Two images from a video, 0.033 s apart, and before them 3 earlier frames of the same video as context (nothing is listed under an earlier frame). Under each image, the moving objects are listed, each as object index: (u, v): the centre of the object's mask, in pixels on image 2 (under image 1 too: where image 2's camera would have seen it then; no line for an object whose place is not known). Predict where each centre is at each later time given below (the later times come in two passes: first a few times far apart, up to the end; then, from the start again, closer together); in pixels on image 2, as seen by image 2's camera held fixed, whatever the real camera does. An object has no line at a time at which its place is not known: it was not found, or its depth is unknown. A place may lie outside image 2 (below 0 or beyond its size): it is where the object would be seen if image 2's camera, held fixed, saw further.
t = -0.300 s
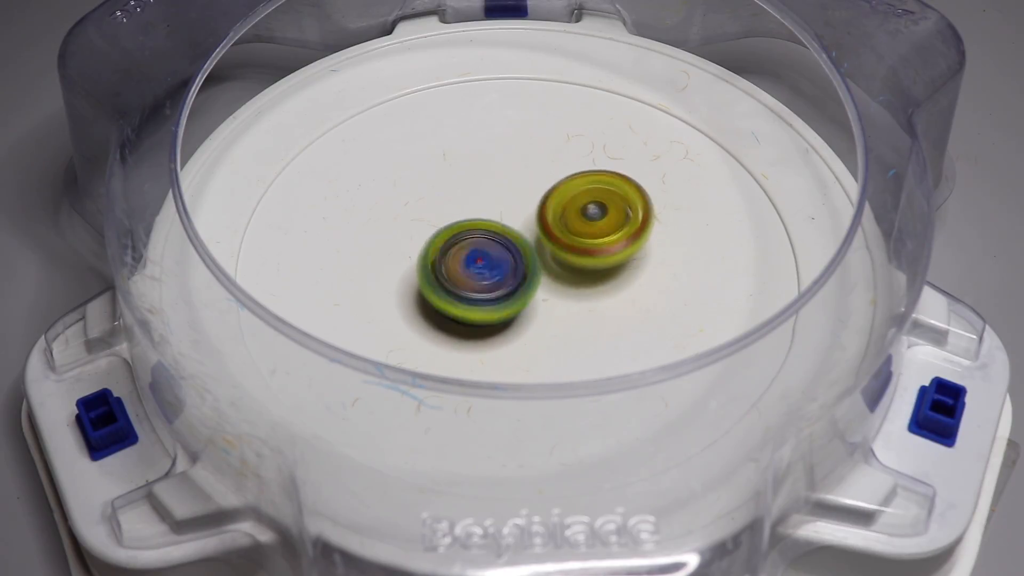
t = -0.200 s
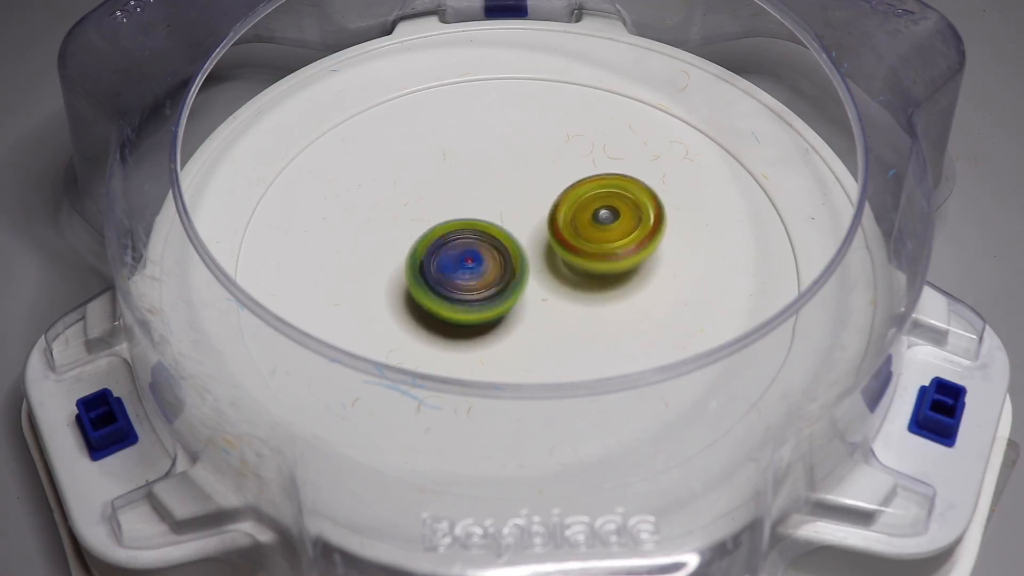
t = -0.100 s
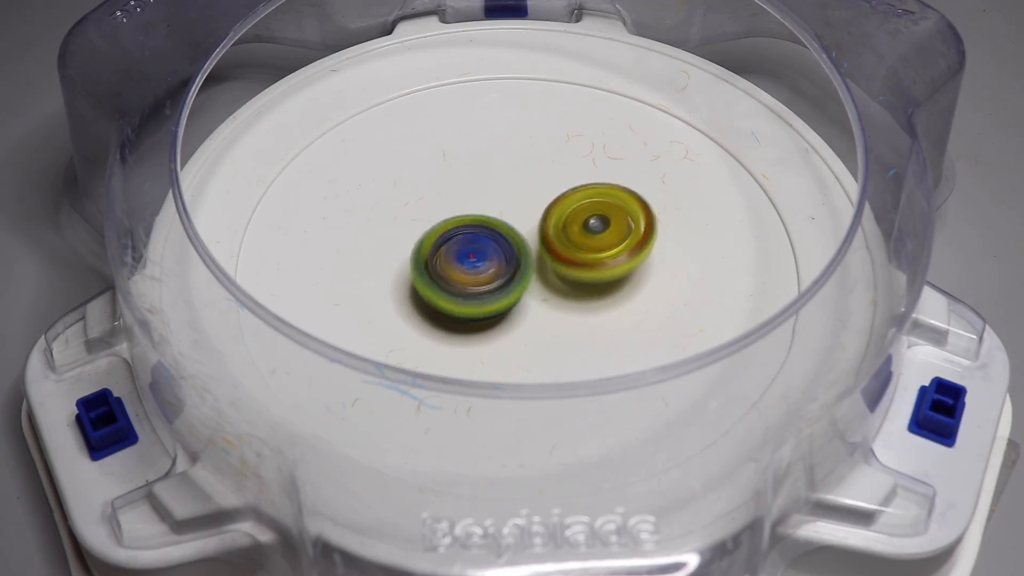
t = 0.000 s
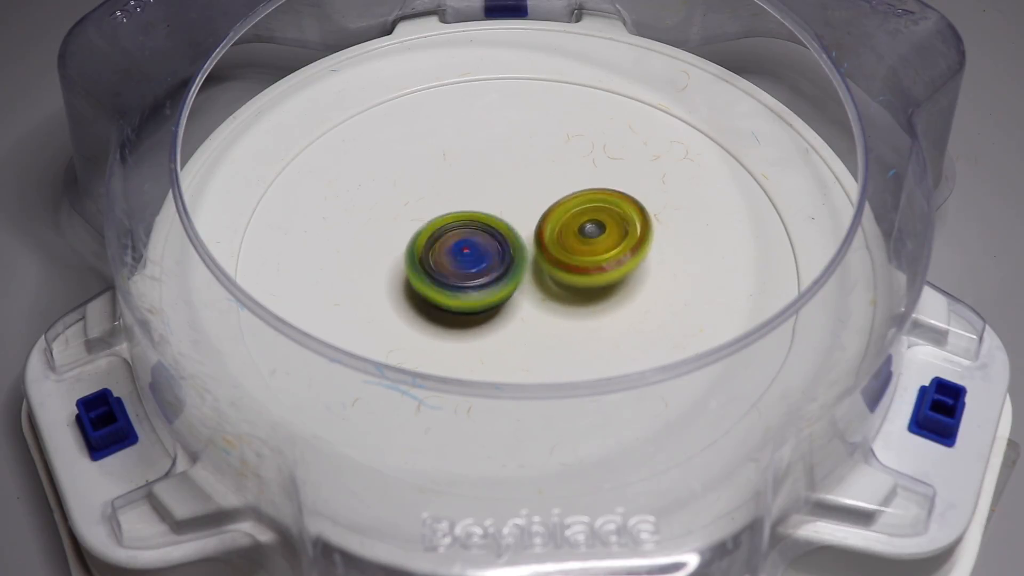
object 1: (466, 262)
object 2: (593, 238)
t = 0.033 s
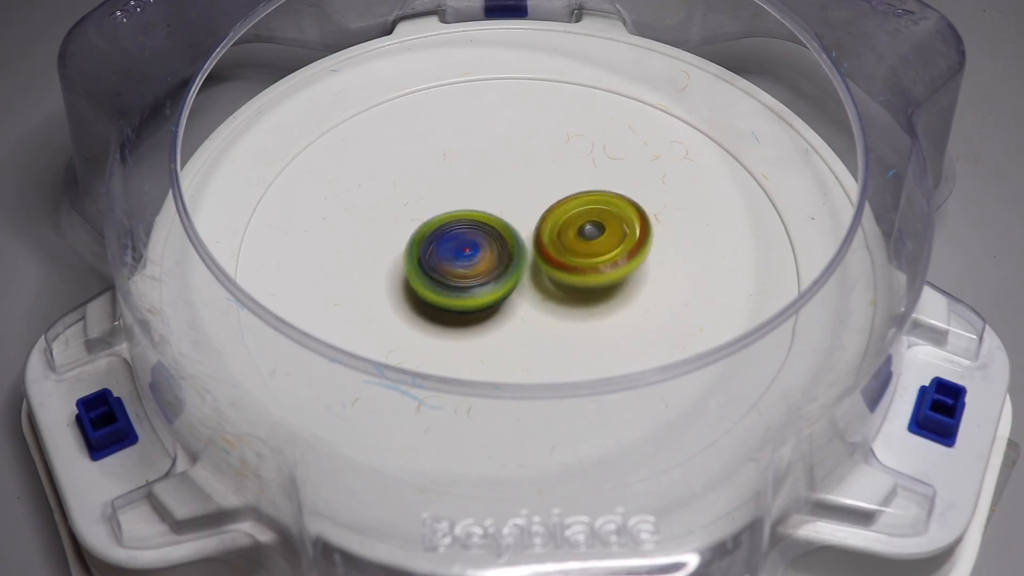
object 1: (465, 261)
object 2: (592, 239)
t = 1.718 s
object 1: (484, 220)
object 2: (578, 281)
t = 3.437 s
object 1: (596, 245)
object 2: (459, 210)
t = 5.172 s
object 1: (465, 275)
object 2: (590, 259)
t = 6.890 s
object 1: (461, 239)
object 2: (559, 272)
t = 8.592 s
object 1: (520, 308)
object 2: (560, 215)
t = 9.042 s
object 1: (489, 277)
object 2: (613, 271)
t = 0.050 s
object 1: (466, 260)
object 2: (590, 240)
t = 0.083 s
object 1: (466, 259)
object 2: (587, 241)
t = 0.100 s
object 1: (466, 258)
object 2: (588, 241)
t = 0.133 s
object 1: (464, 257)
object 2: (586, 242)
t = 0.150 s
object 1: (463, 257)
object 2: (587, 243)
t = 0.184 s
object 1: (462, 256)
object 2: (587, 243)
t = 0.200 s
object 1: (462, 256)
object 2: (586, 243)
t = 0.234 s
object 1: (461, 256)
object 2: (587, 243)
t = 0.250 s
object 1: (460, 256)
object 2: (588, 243)
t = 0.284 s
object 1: (463, 256)
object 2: (588, 244)
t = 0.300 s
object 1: (463, 256)
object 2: (587, 244)
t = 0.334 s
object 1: (460, 256)
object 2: (591, 244)
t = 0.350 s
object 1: (457, 255)
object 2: (594, 244)
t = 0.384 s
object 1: (454, 255)
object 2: (596, 245)
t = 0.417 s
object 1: (454, 255)
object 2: (598, 245)
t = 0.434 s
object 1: (455, 255)
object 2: (598, 245)
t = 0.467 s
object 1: (457, 255)
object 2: (597, 246)
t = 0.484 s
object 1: (459, 255)
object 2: (594, 246)
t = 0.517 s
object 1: (464, 255)
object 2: (591, 246)
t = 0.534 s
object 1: (462, 254)
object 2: (593, 247)
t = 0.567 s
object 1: (450, 253)
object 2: (606, 247)
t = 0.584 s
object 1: (446, 252)
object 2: (610, 248)
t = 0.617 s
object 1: (441, 251)
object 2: (615, 249)
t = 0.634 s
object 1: (439, 251)
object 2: (615, 249)
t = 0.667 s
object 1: (438, 251)
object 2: (613, 249)
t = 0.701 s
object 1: (436, 250)
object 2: (608, 250)
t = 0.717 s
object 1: (437, 250)
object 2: (605, 250)
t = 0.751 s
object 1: (437, 249)
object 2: (597, 249)
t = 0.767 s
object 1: (438, 249)
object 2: (593, 249)
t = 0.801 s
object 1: (439, 248)
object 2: (584, 248)
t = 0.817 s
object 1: (440, 248)
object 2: (580, 247)
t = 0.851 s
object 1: (441, 248)
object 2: (571, 246)
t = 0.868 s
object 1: (443, 248)
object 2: (567, 246)
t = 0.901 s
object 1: (440, 245)
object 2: (566, 246)
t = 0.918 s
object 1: (438, 245)
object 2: (566, 247)
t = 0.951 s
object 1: (438, 243)
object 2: (564, 247)
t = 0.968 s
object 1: (439, 242)
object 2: (563, 247)
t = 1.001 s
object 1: (437, 240)
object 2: (563, 248)
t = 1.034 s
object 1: (437, 238)
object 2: (564, 250)
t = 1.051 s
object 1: (437, 238)
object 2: (564, 250)
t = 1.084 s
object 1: (439, 236)
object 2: (563, 251)
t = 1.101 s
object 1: (439, 236)
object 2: (562, 251)
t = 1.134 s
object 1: (439, 234)
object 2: (561, 252)
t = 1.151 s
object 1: (439, 234)
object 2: (562, 252)
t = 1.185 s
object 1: (441, 232)
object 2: (561, 253)
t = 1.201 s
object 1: (441, 232)
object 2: (562, 254)
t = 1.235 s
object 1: (442, 229)
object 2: (564, 256)
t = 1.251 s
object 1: (443, 229)
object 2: (564, 256)
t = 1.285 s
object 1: (446, 228)
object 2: (564, 257)
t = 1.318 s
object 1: (449, 227)
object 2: (564, 258)
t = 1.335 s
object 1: (449, 226)
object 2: (566, 259)
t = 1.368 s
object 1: (453, 225)
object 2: (568, 260)
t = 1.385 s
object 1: (454, 225)
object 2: (569, 261)
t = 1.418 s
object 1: (458, 224)
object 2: (569, 261)
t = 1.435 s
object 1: (458, 223)
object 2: (571, 263)
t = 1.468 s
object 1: (459, 221)
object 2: (573, 266)
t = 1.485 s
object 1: (461, 221)
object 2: (574, 267)
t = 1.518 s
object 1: (464, 221)
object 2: (575, 269)
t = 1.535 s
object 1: (466, 221)
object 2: (575, 270)
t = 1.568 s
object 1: (470, 221)
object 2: (575, 270)
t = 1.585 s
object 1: (472, 221)
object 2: (574, 271)
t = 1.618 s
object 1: (474, 220)
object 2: (576, 274)
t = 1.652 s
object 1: (477, 220)
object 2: (578, 277)
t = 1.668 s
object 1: (479, 220)
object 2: (578, 278)
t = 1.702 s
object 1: (482, 221)
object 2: (577, 280)
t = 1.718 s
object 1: (484, 220)
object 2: (578, 281)
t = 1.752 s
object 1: (487, 221)
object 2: (578, 284)
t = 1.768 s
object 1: (488, 220)
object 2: (579, 286)
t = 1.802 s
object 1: (491, 220)
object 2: (579, 289)
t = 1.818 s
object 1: (493, 220)
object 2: (579, 290)
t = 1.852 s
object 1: (496, 222)
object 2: (578, 291)
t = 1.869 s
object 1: (497, 222)
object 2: (577, 292)
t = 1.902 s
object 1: (499, 222)
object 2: (577, 296)
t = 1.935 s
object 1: (502, 223)
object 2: (575, 298)
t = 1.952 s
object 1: (503, 224)
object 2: (574, 298)
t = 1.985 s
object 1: (504, 224)
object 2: (574, 303)
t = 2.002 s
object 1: (505, 224)
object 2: (573, 304)
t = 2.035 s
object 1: (507, 225)
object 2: (571, 306)
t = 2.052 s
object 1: (509, 226)
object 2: (570, 307)
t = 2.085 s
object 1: (510, 227)
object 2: (567, 309)
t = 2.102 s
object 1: (511, 227)
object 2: (565, 310)
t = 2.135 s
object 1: (512, 228)
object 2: (562, 311)
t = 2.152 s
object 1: (513, 228)
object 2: (560, 313)
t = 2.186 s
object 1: (514, 228)
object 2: (557, 315)
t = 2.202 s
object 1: (514, 227)
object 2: (554, 316)
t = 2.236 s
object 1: (516, 229)
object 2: (551, 315)
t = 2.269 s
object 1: (516, 228)
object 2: (549, 316)
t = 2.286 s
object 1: (516, 227)
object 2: (547, 316)
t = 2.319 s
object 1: (517, 227)
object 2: (544, 317)
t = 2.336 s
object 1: (517, 225)
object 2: (542, 317)
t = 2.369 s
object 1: (518, 223)
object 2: (537, 318)
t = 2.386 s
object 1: (518, 223)
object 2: (536, 318)
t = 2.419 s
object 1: (518, 223)
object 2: (532, 315)
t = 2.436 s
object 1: (519, 224)
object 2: (531, 314)
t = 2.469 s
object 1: (519, 221)
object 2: (526, 314)
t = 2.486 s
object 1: (520, 218)
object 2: (523, 314)
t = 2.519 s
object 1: (521, 215)
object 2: (517, 314)
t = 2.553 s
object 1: (521, 214)
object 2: (511, 311)
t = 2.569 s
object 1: (521, 214)
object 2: (508, 309)
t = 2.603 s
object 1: (520, 214)
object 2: (503, 304)
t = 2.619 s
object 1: (520, 214)
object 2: (499, 302)
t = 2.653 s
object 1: (522, 212)
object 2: (491, 298)
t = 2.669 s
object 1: (524, 211)
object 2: (487, 297)
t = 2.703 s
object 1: (524, 211)
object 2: (479, 292)
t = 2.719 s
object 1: (526, 210)
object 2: (475, 290)
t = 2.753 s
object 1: (527, 210)
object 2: (468, 286)
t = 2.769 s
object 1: (528, 208)
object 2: (462, 283)
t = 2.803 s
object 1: (531, 207)
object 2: (455, 279)
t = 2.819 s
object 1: (531, 207)
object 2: (453, 278)
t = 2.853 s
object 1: (531, 207)
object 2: (448, 272)
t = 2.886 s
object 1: (532, 207)
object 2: (446, 266)
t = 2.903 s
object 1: (534, 207)
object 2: (444, 263)
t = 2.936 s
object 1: (538, 206)
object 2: (440, 258)
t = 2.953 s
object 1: (539, 206)
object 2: (438, 254)
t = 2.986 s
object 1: (541, 207)
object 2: (437, 249)
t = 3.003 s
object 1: (543, 206)
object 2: (436, 248)
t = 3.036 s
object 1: (549, 206)
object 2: (433, 243)
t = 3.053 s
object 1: (551, 207)
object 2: (432, 240)
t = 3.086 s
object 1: (553, 208)
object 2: (434, 236)
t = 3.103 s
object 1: (554, 208)
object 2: (435, 235)
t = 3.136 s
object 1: (555, 209)
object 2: (439, 231)
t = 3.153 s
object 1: (558, 210)
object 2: (440, 229)
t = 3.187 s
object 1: (567, 212)
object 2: (438, 224)
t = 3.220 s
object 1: (572, 214)
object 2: (440, 221)
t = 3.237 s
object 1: (575, 216)
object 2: (441, 219)
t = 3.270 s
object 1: (576, 220)
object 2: (446, 218)
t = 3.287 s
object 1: (577, 221)
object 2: (450, 218)
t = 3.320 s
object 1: (576, 225)
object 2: (456, 218)
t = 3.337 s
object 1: (579, 229)
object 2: (456, 216)
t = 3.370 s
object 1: (588, 235)
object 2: (454, 213)
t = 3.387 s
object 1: (592, 238)
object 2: (454, 212)
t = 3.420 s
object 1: (595, 243)
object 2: (457, 211)
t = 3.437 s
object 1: (596, 245)
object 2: (459, 210)
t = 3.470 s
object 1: (596, 249)
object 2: (465, 211)
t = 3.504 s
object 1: (594, 253)
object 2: (471, 212)
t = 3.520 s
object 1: (592, 256)
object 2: (475, 213)
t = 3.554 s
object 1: (590, 260)
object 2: (482, 213)
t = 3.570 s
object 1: (593, 262)
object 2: (483, 212)
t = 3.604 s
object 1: (596, 269)
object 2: (481, 207)
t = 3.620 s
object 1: (596, 272)
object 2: (481, 205)
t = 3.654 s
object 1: (595, 277)
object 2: (483, 204)
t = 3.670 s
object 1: (594, 279)
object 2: (485, 205)
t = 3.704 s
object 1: (590, 282)
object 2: (490, 206)
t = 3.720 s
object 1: (587, 283)
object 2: (491, 206)
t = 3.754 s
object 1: (581, 284)
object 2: (496, 209)
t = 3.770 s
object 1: (577, 285)
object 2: (498, 210)
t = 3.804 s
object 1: (572, 285)
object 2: (502, 211)
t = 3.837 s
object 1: (568, 291)
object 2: (501, 208)
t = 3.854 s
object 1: (567, 293)
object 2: (500, 207)
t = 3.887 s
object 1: (563, 295)
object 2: (501, 206)
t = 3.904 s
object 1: (560, 295)
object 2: (502, 206)
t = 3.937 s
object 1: (554, 295)
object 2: (504, 208)
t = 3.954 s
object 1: (552, 295)
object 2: (505, 209)
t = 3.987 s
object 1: (547, 296)
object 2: (508, 208)
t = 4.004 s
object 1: (544, 297)
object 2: (510, 208)
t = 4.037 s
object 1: (539, 298)
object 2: (512, 207)
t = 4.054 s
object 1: (536, 299)
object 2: (513, 207)
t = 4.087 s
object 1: (531, 298)
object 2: (516, 207)
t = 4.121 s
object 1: (526, 299)
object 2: (518, 206)
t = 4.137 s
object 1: (523, 298)
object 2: (519, 205)
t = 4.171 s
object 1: (518, 297)
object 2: (522, 205)
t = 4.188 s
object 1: (516, 297)
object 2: (524, 204)
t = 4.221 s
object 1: (511, 296)
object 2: (527, 202)
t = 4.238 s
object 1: (508, 294)
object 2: (527, 202)
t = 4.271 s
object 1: (505, 292)
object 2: (530, 202)
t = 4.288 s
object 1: (503, 291)
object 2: (531, 201)
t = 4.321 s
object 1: (499, 290)
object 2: (534, 200)
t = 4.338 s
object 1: (498, 287)
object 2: (536, 200)
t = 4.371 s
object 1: (496, 285)
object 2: (539, 200)
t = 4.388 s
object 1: (493, 288)
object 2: (543, 198)
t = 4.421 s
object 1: (487, 289)
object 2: (551, 192)
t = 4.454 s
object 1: (485, 288)
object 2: (556, 190)
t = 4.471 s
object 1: (483, 287)
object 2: (558, 190)
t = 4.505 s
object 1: (483, 285)
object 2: (561, 192)
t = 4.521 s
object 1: (484, 282)
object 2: (562, 192)
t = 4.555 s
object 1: (486, 279)
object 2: (563, 195)
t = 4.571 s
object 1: (488, 278)
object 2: (563, 198)
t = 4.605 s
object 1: (487, 275)
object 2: (565, 199)
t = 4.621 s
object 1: (484, 276)
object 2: (569, 198)
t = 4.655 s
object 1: (480, 277)
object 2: (576, 197)
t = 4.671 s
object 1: (479, 277)
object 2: (579, 196)
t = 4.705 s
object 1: (479, 277)
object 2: (582, 198)
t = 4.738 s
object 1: (483, 275)
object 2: (583, 202)
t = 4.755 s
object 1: (484, 273)
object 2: (584, 204)
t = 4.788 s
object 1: (489, 272)
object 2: (584, 209)
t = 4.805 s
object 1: (491, 272)
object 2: (583, 210)
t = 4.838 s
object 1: (489, 272)
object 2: (586, 214)
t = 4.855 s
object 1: (487, 273)
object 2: (588, 214)
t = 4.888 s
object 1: (486, 273)
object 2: (591, 219)
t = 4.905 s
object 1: (486, 272)
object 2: (591, 222)
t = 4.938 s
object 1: (487, 272)
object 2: (592, 226)
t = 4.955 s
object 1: (485, 272)
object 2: (594, 229)
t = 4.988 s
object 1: (479, 274)
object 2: (597, 232)
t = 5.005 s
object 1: (478, 274)
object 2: (597, 235)
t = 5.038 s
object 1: (478, 275)
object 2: (596, 240)
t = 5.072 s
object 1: (478, 275)
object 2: (594, 245)
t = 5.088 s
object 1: (476, 276)
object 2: (594, 247)
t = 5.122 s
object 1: (472, 276)
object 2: (591, 252)
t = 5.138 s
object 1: (472, 276)
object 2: (591, 255)
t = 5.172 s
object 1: (465, 275)
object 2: (590, 259)
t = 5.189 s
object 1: (463, 274)
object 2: (589, 261)
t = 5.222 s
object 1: (461, 273)
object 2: (584, 267)
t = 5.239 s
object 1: (458, 273)
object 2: (581, 269)
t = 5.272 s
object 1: (454, 272)
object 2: (579, 272)
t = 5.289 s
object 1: (452, 270)
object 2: (577, 273)
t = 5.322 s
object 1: (446, 269)
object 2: (579, 277)
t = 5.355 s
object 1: (434, 262)
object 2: (584, 281)
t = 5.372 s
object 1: (430, 259)
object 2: (586, 282)
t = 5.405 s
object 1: (427, 254)
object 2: (585, 284)
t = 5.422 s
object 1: (426, 252)
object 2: (584, 285)
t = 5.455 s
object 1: (426, 250)
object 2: (579, 284)
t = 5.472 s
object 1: (426, 249)
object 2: (577, 284)
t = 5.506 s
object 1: (427, 247)
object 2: (572, 282)
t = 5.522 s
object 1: (428, 246)
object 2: (570, 282)
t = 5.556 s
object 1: (431, 245)
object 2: (566, 279)
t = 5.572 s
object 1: (433, 245)
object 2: (564, 279)
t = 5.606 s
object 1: (435, 244)
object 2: (559, 276)
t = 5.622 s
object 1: (437, 244)
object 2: (556, 274)
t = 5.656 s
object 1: (439, 243)
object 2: (550, 270)
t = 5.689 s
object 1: (441, 241)
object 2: (545, 264)
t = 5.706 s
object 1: (442, 241)
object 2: (546, 266)
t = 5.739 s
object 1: (439, 235)
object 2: (557, 269)
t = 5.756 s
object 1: (436, 232)
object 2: (558, 269)
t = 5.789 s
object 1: (435, 229)
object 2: (565, 271)
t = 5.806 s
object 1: (435, 229)
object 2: (566, 272)
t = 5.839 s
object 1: (439, 228)
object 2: (568, 272)
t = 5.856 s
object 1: (440, 228)
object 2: (566, 271)
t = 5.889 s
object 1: (445, 229)
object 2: (568, 269)
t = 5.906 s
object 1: (447, 230)
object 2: (568, 268)
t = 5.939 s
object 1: (453, 232)
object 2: (571, 267)
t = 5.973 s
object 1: (458, 235)
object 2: (573, 265)
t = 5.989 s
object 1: (460, 236)
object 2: (572, 266)
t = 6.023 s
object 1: (454, 229)
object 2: (588, 274)
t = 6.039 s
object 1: (449, 227)
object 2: (598, 278)
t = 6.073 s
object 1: (446, 221)
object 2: (610, 283)
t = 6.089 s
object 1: (444, 220)
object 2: (615, 285)
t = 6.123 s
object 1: (446, 218)
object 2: (622, 287)
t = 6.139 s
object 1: (448, 219)
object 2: (626, 288)
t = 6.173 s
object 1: (451, 221)
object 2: (629, 290)
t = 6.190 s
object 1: (453, 223)
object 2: (630, 290)
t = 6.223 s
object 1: (456, 226)
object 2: (630, 290)
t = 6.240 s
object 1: (458, 228)
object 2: (630, 290)
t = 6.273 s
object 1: (461, 232)
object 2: (626, 289)
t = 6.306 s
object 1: (465, 236)
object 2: (621, 288)
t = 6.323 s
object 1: (465, 238)
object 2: (620, 287)
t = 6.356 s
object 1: (468, 241)
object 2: (613, 286)
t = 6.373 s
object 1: (469, 243)
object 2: (611, 286)
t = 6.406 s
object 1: (471, 247)
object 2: (603, 285)
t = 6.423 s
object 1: (471, 248)
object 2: (600, 284)
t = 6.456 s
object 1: (474, 251)
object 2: (590, 284)
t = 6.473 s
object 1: (473, 252)
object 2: (586, 283)
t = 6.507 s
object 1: (469, 252)
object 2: (583, 286)
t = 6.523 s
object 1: (463, 249)
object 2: (585, 289)
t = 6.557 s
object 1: (455, 244)
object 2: (589, 294)
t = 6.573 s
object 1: (451, 243)
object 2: (591, 295)
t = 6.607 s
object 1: (448, 241)
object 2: (589, 297)
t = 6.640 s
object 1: (446, 240)
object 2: (584, 296)
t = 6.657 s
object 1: (446, 240)
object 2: (582, 295)
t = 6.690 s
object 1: (446, 240)
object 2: (577, 292)
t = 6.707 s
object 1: (448, 240)
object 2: (575, 291)
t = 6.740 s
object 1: (450, 240)
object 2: (571, 288)
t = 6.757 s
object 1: (452, 240)
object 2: (570, 286)
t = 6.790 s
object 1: (455, 241)
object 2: (566, 282)
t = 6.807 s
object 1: (456, 240)
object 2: (565, 281)
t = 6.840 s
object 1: (458, 239)
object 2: (562, 278)
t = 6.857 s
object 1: (459, 238)
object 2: (561, 276)
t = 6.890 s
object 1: (461, 239)
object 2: (559, 272)
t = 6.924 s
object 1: (460, 235)
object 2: (565, 276)
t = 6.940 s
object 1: (460, 233)
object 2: (568, 277)
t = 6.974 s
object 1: (461, 230)
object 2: (571, 280)
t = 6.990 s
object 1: (461, 229)
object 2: (571, 280)
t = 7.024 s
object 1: (464, 229)
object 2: (571, 279)
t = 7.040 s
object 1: (464, 230)
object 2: (571, 278)
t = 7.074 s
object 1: (466, 231)
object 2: (572, 276)
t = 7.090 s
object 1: (467, 232)
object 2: (571, 275)
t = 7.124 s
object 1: (469, 234)
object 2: (572, 274)
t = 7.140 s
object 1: (470, 233)
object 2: (572, 277)
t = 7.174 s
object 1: (477, 226)
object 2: (581, 280)
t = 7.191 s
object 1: (482, 227)
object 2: (583, 283)
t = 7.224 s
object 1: (490, 219)
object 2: (588, 286)
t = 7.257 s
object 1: (498, 213)
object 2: (589, 289)
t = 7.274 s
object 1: (501, 212)
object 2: (590, 289)
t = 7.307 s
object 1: (511, 210)
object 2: (590, 290)
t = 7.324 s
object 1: (513, 212)
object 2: (589, 290)
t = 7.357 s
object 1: (521, 210)
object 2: (589, 291)
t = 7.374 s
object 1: (527, 206)
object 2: (588, 290)
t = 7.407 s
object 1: (532, 209)
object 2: (586, 290)
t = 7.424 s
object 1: (537, 207)
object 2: (584, 290)
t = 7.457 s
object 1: (541, 212)
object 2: (580, 290)
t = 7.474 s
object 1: (544, 209)
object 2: (572, 293)
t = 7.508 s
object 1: (564, 209)
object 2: (556, 303)
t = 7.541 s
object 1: (580, 208)
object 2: (538, 310)
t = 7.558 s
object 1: (586, 204)
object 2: (531, 315)
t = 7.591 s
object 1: (601, 201)
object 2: (519, 319)
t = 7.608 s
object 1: (609, 202)
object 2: (510, 322)
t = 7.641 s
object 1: (617, 200)
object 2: (492, 326)
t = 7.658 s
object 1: (620, 200)
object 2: (485, 327)
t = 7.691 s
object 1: (623, 197)
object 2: (467, 329)
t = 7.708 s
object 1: (625, 199)
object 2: (459, 328)
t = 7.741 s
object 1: (624, 201)
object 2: (448, 327)
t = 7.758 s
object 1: (622, 201)
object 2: (441, 325)
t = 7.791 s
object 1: (617, 206)
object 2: (431, 320)
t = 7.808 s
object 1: (614, 208)
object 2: (427, 317)
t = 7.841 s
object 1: (604, 214)
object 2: (420, 311)
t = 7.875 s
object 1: (594, 217)
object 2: (416, 303)
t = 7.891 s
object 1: (590, 218)
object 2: (415, 300)
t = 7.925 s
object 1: (580, 221)
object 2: (411, 291)
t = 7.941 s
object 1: (576, 225)
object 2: (412, 286)
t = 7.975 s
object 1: (565, 230)
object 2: (414, 277)
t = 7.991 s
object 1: (561, 232)
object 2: (415, 272)
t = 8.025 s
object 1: (551, 239)
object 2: (418, 259)
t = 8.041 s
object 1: (546, 240)
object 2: (423, 255)
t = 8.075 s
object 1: (538, 251)
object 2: (427, 245)
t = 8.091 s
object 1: (535, 255)
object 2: (431, 238)
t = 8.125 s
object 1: (534, 269)
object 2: (435, 219)
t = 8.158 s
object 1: (542, 286)
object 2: (433, 204)
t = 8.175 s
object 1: (544, 294)
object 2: (432, 196)
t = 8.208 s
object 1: (550, 307)
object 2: (436, 184)
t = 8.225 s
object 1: (552, 313)
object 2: (439, 182)
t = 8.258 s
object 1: (552, 324)
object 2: (445, 180)
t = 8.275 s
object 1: (553, 326)
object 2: (447, 177)
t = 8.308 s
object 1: (551, 331)
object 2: (455, 176)
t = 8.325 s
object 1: (550, 332)
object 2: (459, 177)
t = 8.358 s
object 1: (546, 332)
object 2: (466, 176)
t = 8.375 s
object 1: (544, 332)
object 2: (471, 176)
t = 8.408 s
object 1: (542, 330)
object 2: (480, 178)
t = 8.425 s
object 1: (541, 329)
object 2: (488, 181)
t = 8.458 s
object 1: (536, 326)
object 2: (500, 187)
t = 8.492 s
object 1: (534, 322)
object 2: (514, 192)
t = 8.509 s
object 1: (532, 321)
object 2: (521, 196)
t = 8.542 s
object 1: (528, 316)
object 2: (538, 205)
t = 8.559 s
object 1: (526, 313)
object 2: (545, 208)
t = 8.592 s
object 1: (520, 308)
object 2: (560, 215)
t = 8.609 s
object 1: (518, 305)
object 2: (569, 218)
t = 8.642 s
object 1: (514, 299)
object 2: (584, 223)
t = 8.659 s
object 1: (510, 297)
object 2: (593, 227)
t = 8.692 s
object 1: (504, 291)
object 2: (605, 236)
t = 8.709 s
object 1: (501, 289)
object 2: (611, 239)
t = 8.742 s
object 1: (495, 284)
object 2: (617, 244)
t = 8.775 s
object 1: (489, 281)
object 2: (624, 248)
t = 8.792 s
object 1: (486, 280)
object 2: (624, 252)
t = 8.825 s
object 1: (482, 278)
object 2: (626, 254)
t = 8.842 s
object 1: (480, 278)
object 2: (627, 257)
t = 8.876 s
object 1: (477, 278)
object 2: (625, 261)
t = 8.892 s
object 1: (477, 278)
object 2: (624, 262)
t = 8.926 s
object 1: (478, 278)
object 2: (623, 263)
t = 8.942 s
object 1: (479, 278)
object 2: (621, 264)
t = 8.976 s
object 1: (481, 277)
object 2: (619, 267)
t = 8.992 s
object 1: (483, 277)
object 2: (618, 268)
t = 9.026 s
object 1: (487, 277)
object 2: (615, 271)
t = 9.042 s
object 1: (489, 277)
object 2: (613, 271)
